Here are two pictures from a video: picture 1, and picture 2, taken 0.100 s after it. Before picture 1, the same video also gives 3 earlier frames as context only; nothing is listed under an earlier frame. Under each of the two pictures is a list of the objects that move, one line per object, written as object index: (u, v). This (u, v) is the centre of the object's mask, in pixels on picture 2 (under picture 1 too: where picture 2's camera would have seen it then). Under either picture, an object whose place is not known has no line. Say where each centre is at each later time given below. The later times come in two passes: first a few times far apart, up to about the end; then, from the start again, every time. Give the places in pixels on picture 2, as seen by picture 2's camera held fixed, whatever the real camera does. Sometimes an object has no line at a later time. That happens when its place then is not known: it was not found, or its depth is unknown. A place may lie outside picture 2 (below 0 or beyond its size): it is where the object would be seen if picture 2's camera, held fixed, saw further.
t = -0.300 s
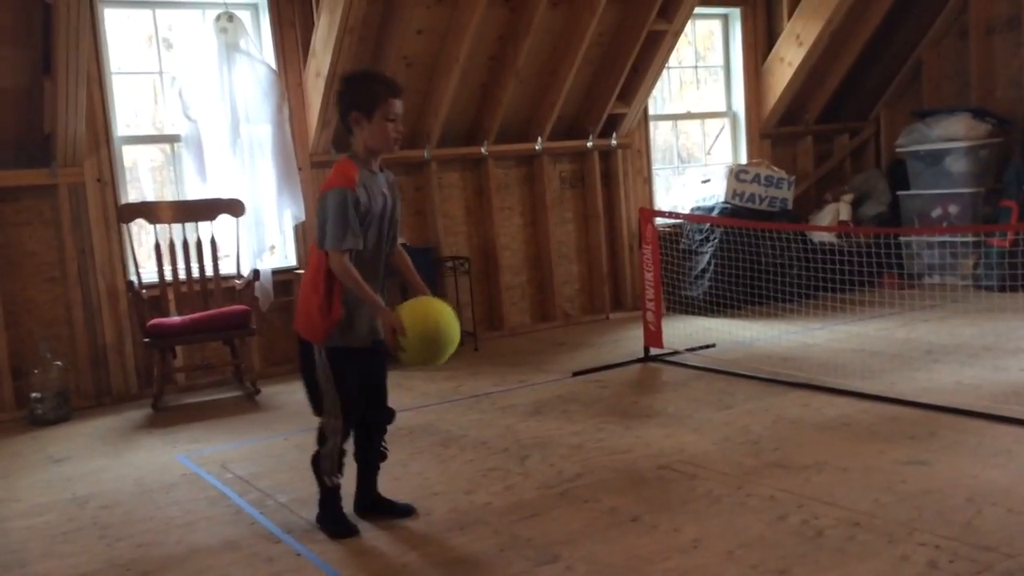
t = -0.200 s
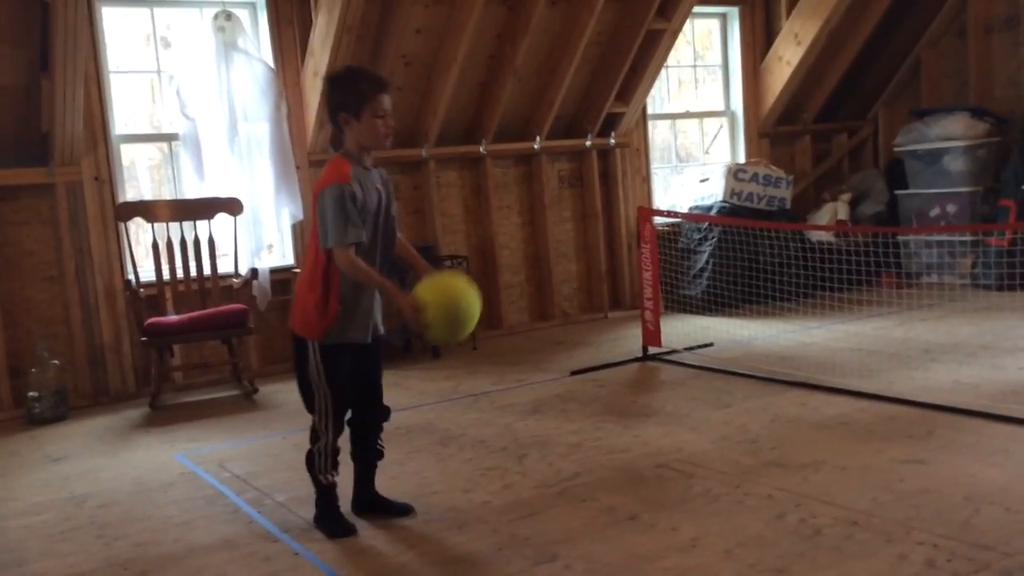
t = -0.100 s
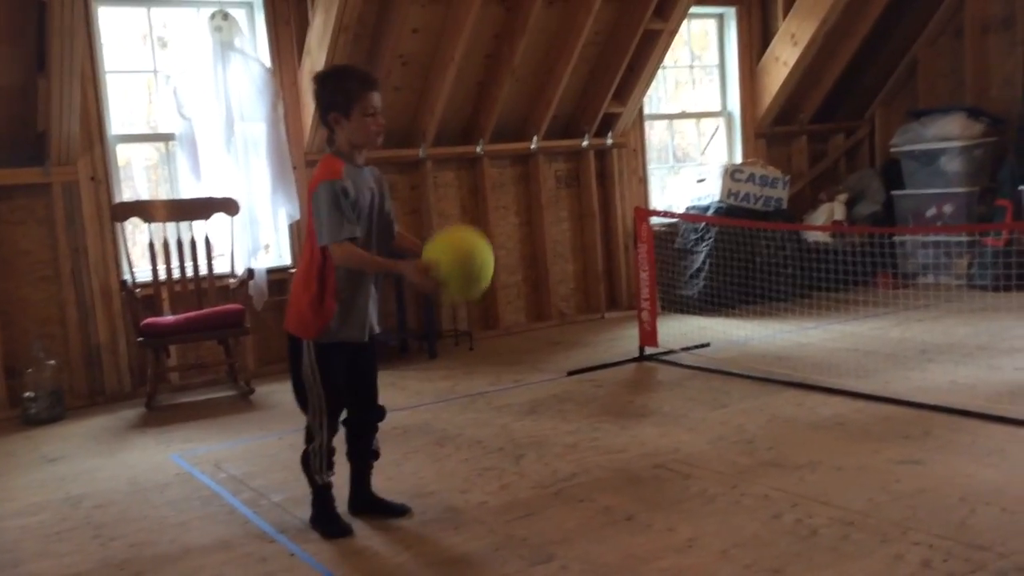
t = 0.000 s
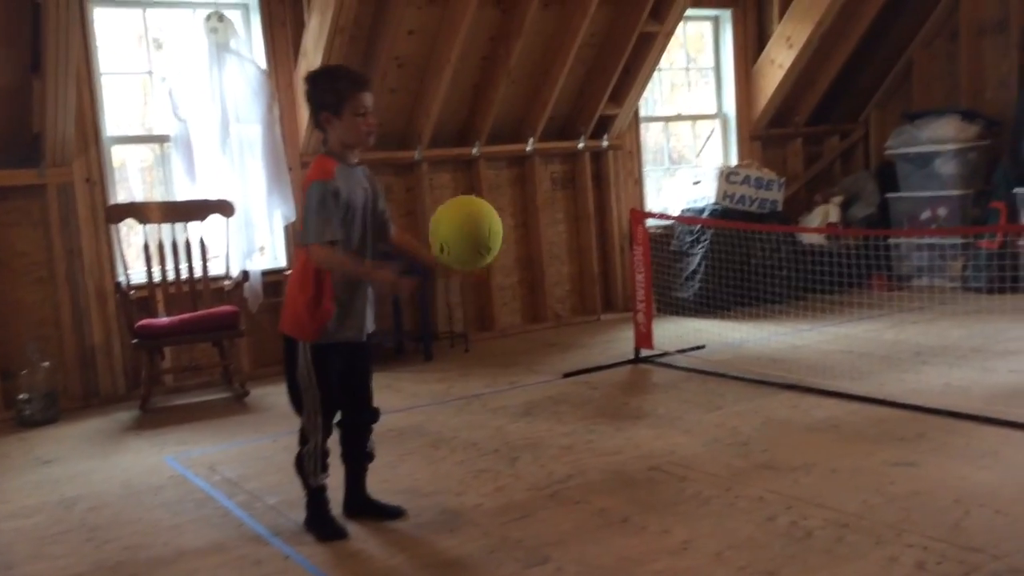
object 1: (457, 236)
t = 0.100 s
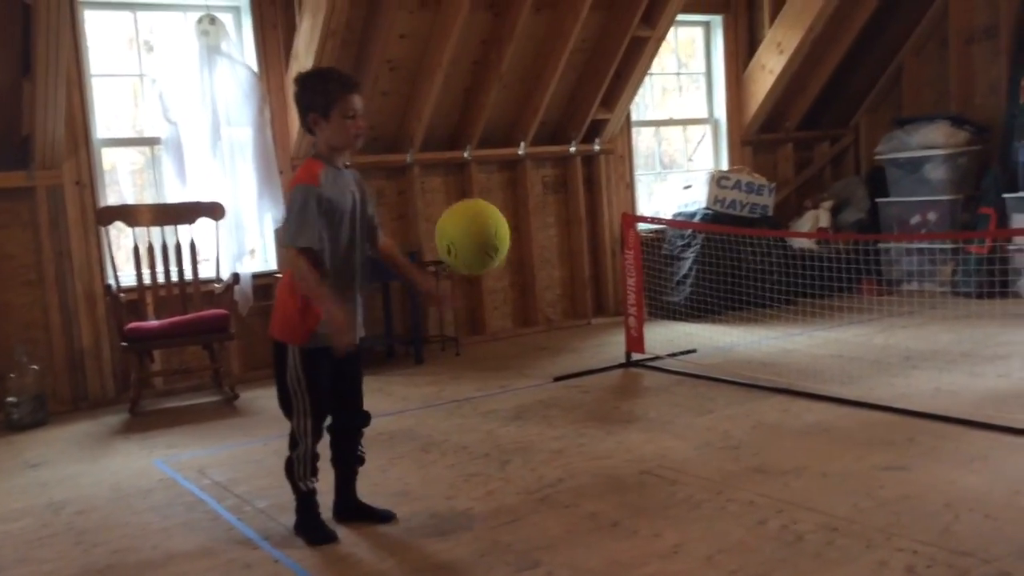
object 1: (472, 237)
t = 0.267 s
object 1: (504, 317)
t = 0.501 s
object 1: (545, 458)
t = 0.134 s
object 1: (478, 245)
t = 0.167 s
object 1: (484, 256)
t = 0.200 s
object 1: (490, 272)
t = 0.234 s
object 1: (497, 293)
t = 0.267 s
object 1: (504, 317)
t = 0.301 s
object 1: (512, 347)
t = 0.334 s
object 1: (519, 379)
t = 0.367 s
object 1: (528, 415)
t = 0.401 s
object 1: (536, 458)
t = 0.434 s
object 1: (544, 503)
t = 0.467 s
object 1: (545, 486)
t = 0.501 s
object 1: (545, 458)
